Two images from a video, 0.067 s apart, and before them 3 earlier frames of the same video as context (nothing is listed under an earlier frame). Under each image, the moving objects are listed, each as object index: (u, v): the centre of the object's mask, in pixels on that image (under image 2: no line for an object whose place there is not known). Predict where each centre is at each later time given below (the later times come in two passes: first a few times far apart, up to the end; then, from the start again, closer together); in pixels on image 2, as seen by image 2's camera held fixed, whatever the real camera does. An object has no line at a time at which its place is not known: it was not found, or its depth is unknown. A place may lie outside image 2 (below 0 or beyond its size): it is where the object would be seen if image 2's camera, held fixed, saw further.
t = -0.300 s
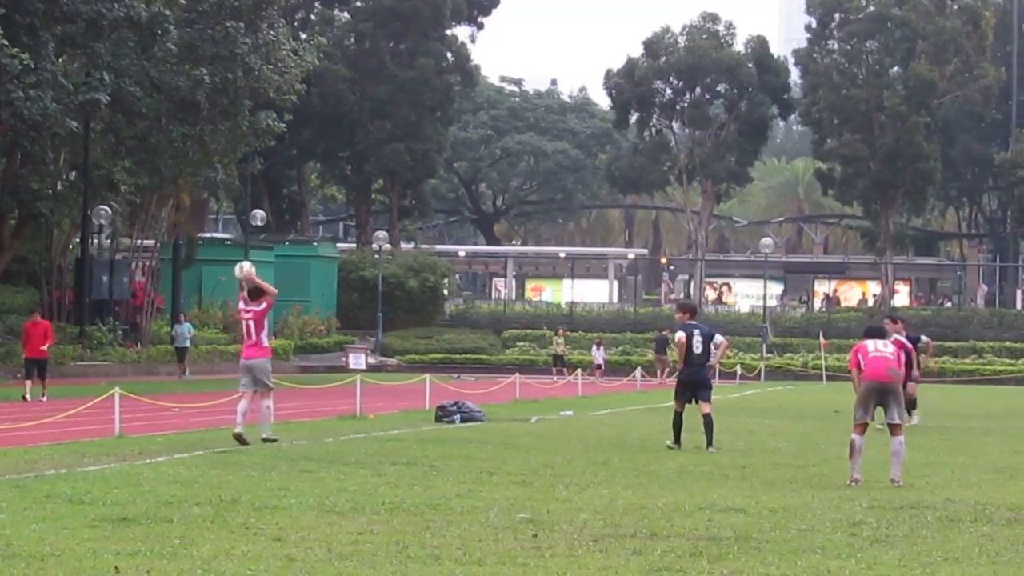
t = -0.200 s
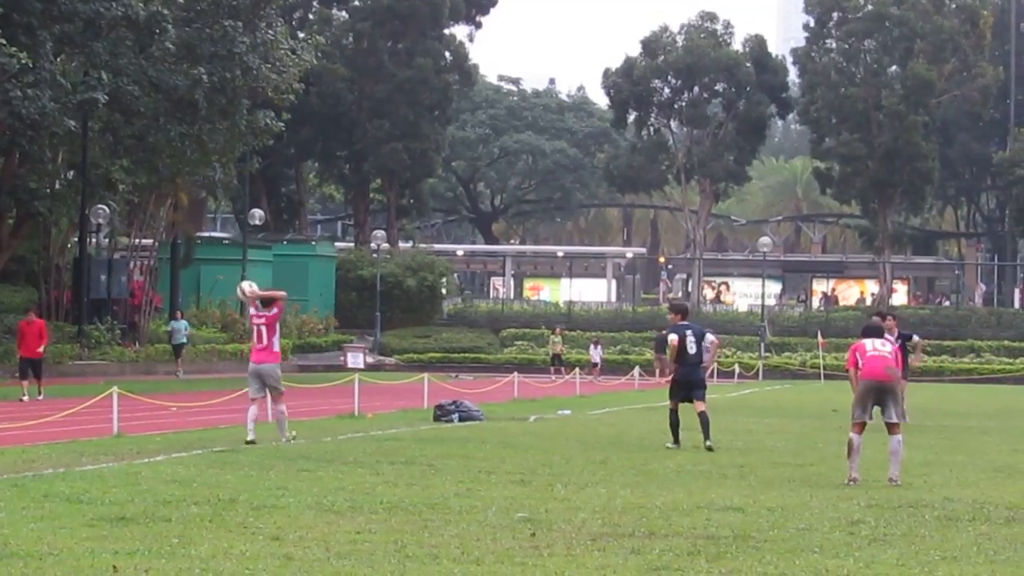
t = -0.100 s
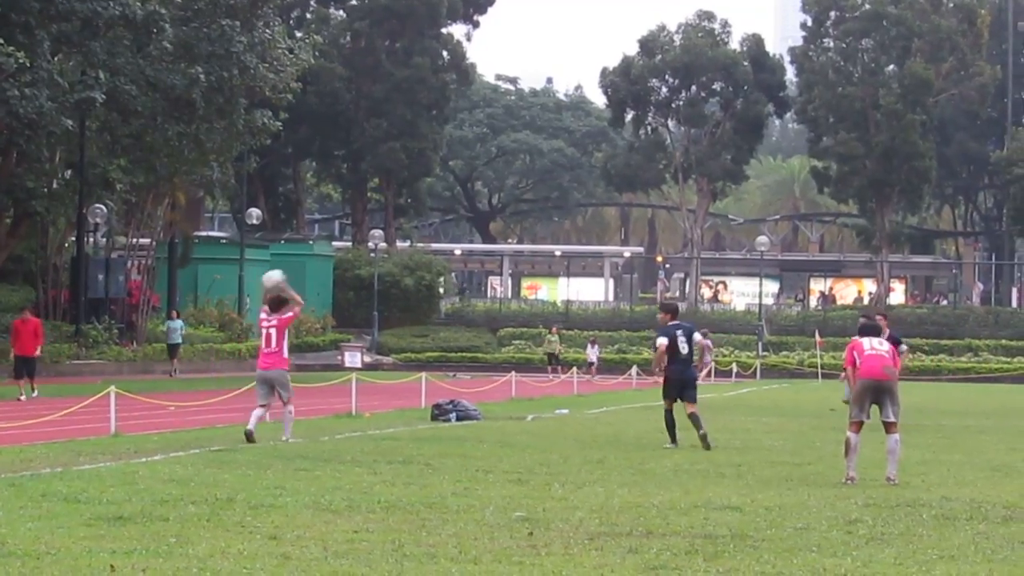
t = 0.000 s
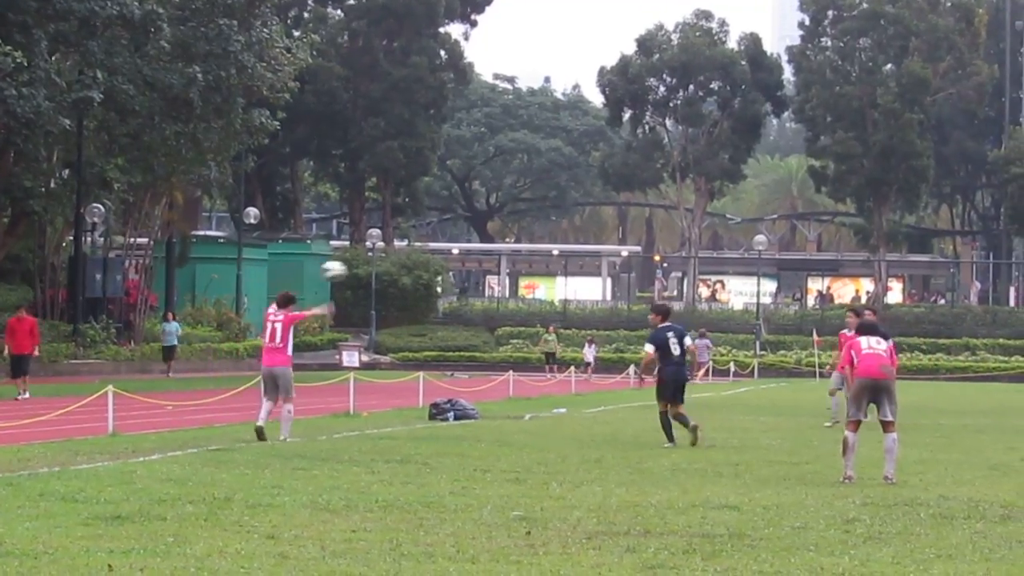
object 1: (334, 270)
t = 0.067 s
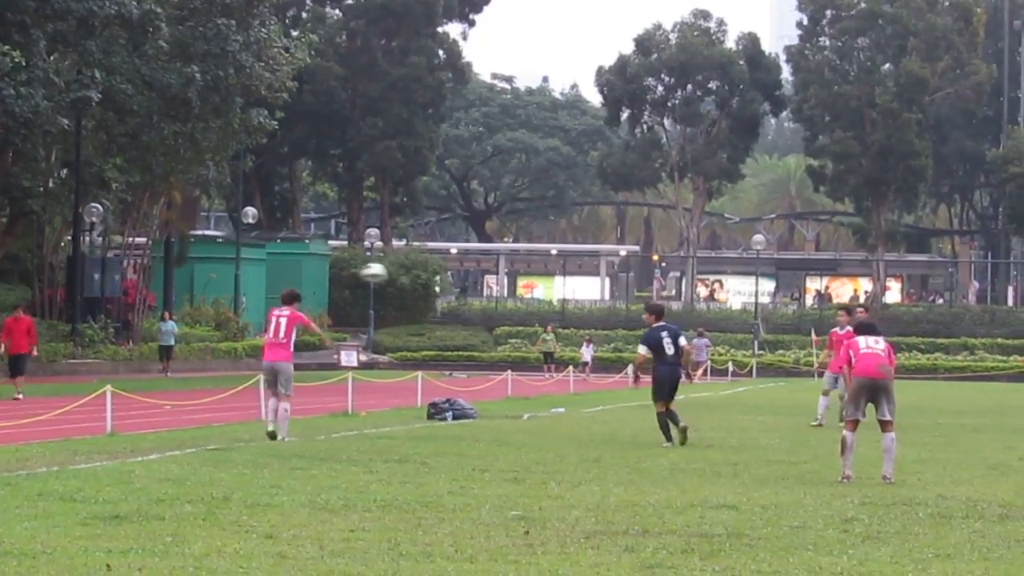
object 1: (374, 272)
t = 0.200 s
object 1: (452, 289)
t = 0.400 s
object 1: (558, 340)
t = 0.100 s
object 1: (395, 275)
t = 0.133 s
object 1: (414, 279)
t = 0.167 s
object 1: (433, 283)
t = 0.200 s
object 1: (452, 289)
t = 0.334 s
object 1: (524, 319)
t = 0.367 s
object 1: (542, 330)
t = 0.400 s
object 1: (558, 340)
